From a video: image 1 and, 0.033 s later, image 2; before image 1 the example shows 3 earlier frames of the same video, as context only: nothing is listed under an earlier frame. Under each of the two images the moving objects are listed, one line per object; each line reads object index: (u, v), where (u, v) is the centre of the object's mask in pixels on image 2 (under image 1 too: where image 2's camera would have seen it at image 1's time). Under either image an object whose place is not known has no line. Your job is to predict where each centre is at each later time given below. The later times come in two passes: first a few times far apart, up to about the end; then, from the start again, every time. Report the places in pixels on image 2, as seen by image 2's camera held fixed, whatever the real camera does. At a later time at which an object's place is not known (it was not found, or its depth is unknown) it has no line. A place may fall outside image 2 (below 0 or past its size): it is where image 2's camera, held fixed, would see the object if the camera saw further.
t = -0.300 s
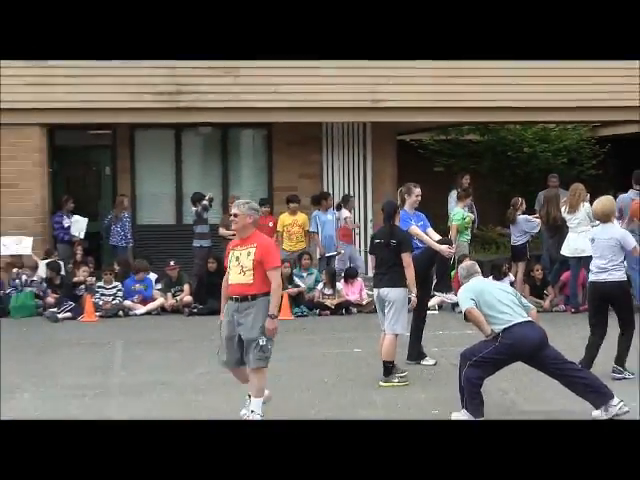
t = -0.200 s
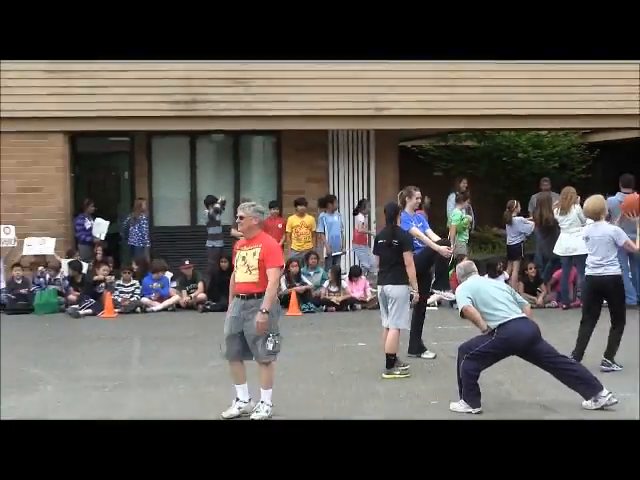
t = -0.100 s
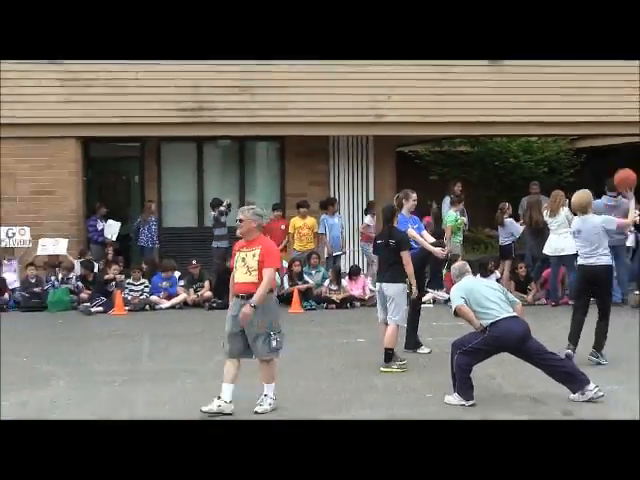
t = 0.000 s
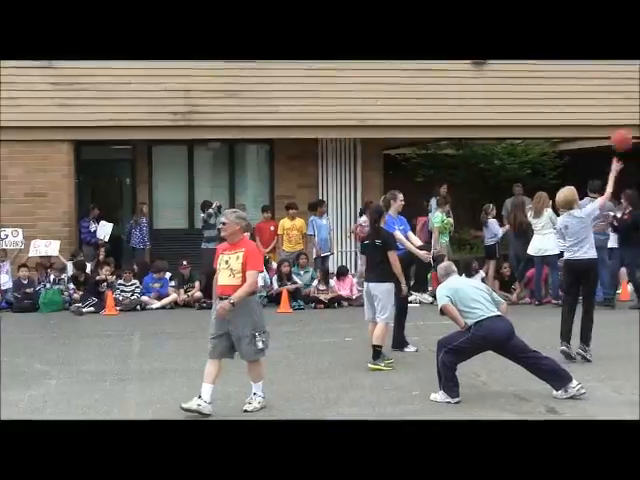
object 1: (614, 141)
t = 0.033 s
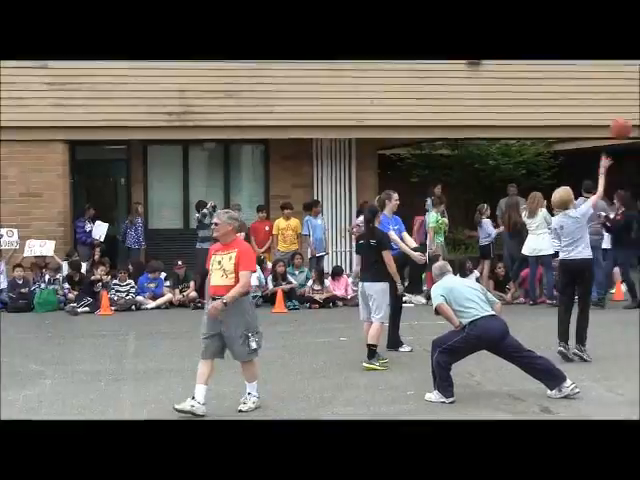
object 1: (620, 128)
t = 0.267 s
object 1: (659, 73)
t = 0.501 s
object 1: (697, 66)
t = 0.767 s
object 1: (733, 97)
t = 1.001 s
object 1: (719, 97)
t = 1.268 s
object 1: (719, 111)
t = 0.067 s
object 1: (626, 117)
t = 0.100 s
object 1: (631, 108)
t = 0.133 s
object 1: (636, 99)
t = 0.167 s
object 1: (642, 91)
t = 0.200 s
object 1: (649, 85)
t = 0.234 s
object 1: (654, 79)
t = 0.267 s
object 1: (659, 73)
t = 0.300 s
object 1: (665, 69)
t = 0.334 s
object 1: (670, 67)
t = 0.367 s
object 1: (675, 65)
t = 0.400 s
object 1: (681, 64)
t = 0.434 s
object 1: (686, 65)
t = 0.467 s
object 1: (691, 65)
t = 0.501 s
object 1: (697, 66)
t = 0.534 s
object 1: (702, 69)
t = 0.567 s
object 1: (707, 72)
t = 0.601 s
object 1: (712, 77)
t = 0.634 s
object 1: (717, 82)
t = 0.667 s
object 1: (723, 85)
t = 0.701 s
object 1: (726, 89)
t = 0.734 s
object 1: (731, 94)
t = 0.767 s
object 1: (733, 97)
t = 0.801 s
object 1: (734, 98)
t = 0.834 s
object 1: (733, 98)
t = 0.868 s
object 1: (730, 94)
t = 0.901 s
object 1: (727, 94)
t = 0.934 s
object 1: (724, 96)
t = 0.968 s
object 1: (722, 95)
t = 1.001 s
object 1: (719, 97)
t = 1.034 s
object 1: (716, 98)
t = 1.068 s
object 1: (714, 100)
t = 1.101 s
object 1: (714, 101)
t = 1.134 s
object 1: (712, 107)
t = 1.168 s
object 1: (713, 108)
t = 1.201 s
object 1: (714, 109)
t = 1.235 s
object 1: (718, 111)
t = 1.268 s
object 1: (719, 111)
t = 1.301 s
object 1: (721, 111)
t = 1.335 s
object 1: (728, 119)
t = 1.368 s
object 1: (730, 126)
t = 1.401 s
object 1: (732, 128)
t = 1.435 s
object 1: (733, 132)
